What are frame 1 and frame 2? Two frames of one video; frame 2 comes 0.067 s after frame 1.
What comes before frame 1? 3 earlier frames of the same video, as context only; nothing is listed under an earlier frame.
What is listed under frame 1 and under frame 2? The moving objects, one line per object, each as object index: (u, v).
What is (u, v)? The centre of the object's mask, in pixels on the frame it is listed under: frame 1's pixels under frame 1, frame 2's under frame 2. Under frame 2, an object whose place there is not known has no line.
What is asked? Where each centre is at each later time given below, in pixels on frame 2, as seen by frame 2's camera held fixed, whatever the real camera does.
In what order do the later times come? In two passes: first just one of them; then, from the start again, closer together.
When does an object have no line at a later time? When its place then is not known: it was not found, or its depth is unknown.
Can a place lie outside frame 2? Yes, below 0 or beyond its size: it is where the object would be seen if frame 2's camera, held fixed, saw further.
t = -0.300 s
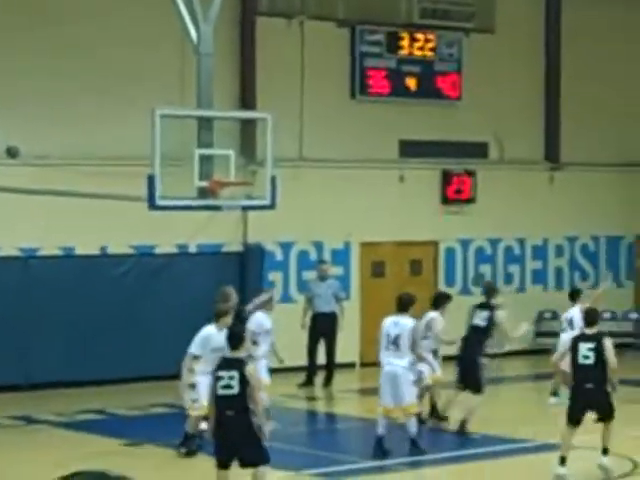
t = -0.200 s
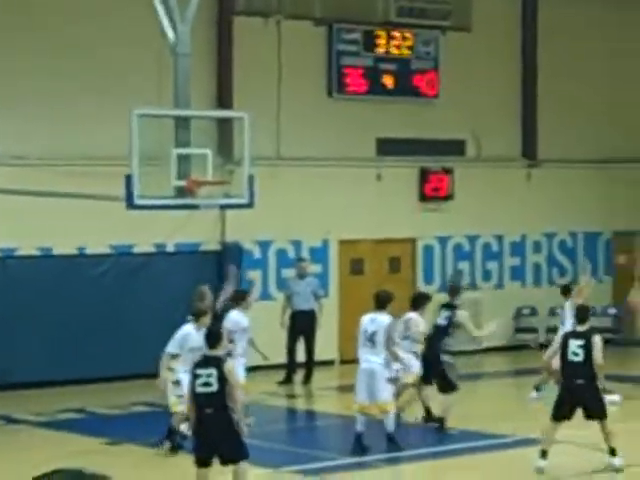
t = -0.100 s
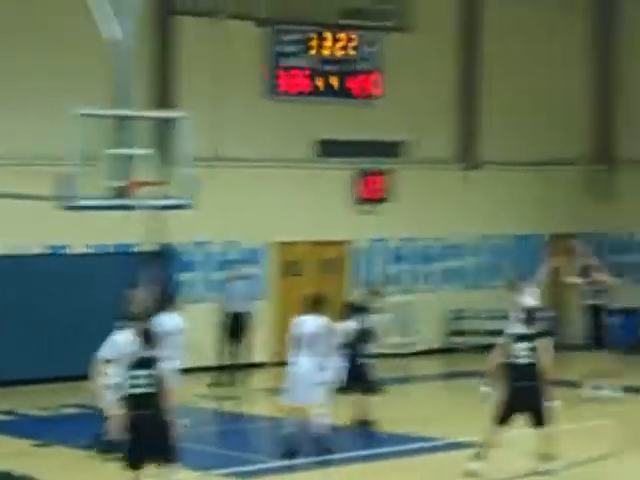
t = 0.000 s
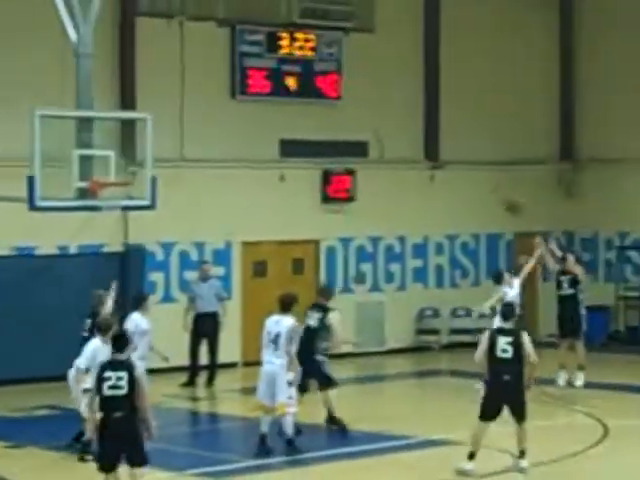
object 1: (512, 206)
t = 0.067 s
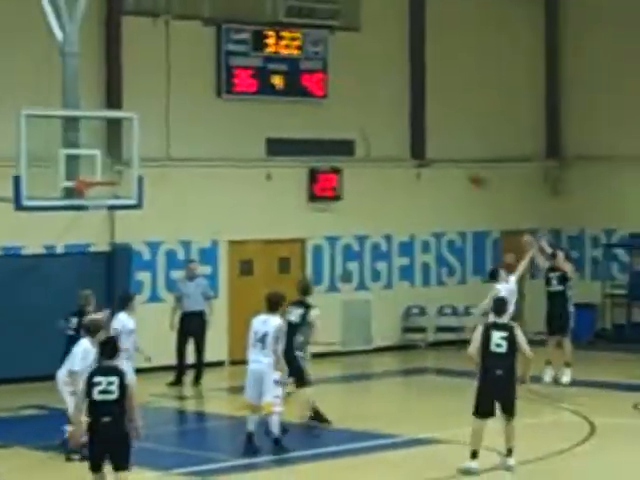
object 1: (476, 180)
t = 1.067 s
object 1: (116, 180)
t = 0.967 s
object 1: (153, 145)
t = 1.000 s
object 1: (139, 157)
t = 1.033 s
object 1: (126, 169)
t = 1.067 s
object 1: (116, 180)
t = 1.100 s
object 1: (115, 188)
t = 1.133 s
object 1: (113, 194)
